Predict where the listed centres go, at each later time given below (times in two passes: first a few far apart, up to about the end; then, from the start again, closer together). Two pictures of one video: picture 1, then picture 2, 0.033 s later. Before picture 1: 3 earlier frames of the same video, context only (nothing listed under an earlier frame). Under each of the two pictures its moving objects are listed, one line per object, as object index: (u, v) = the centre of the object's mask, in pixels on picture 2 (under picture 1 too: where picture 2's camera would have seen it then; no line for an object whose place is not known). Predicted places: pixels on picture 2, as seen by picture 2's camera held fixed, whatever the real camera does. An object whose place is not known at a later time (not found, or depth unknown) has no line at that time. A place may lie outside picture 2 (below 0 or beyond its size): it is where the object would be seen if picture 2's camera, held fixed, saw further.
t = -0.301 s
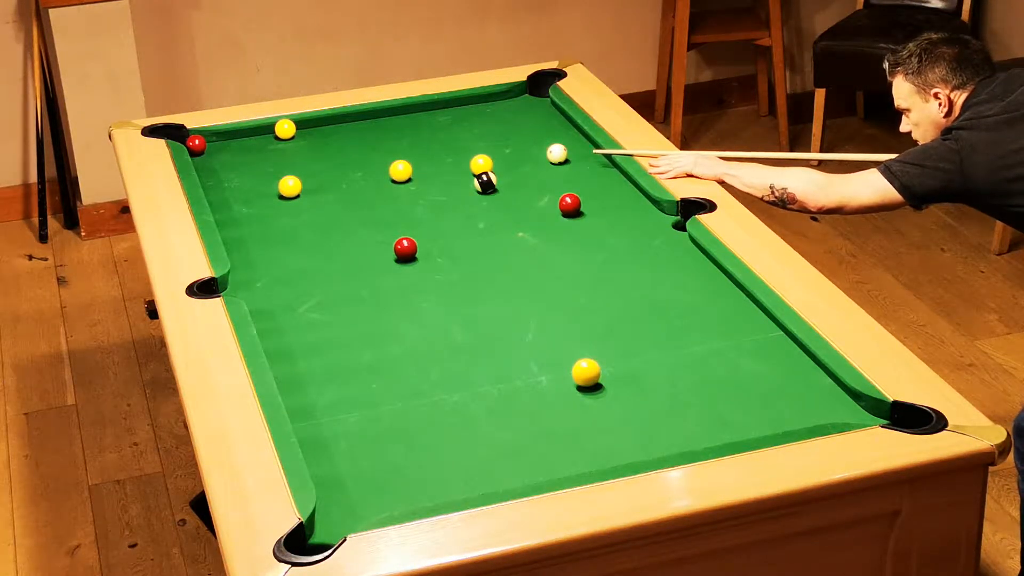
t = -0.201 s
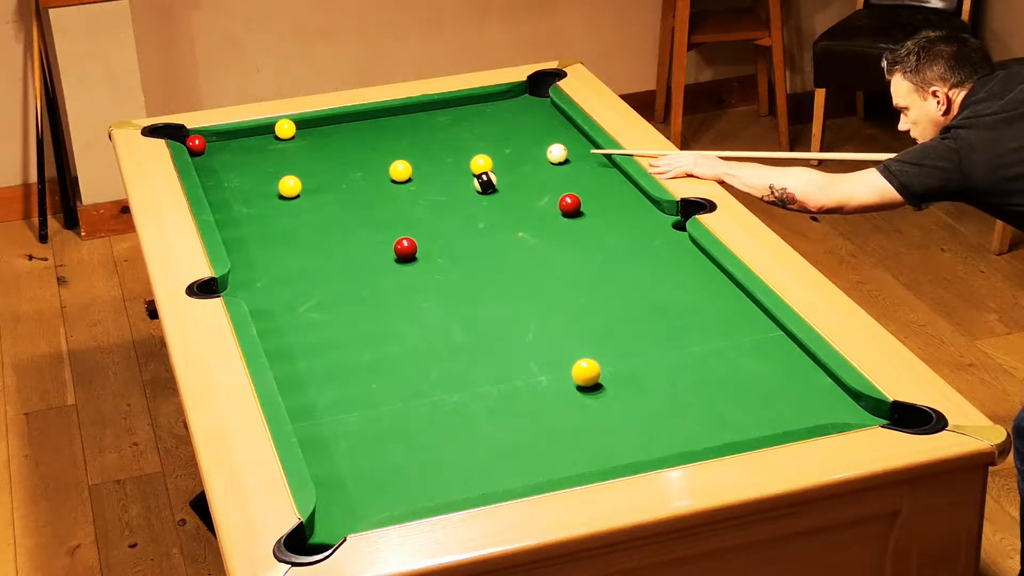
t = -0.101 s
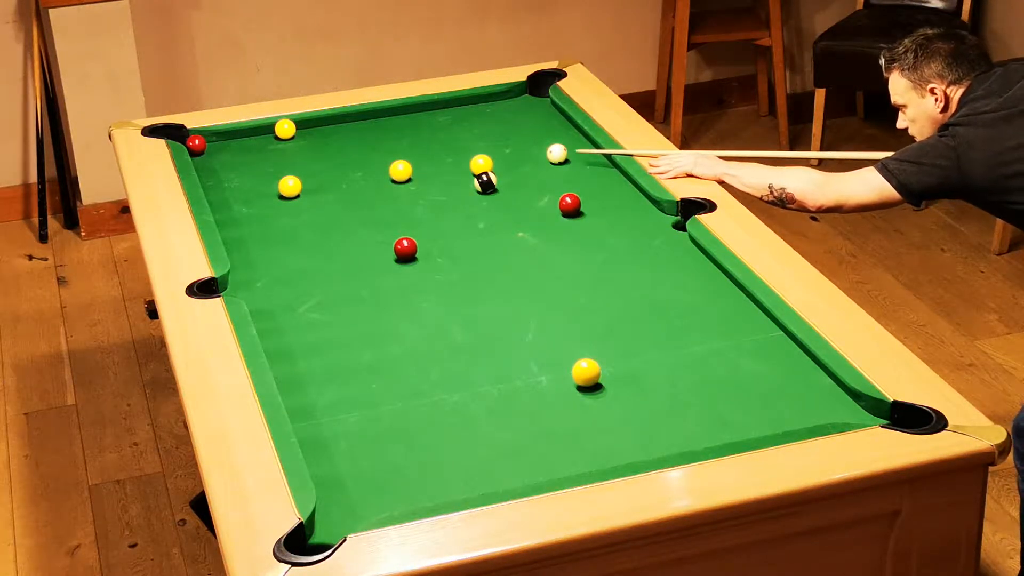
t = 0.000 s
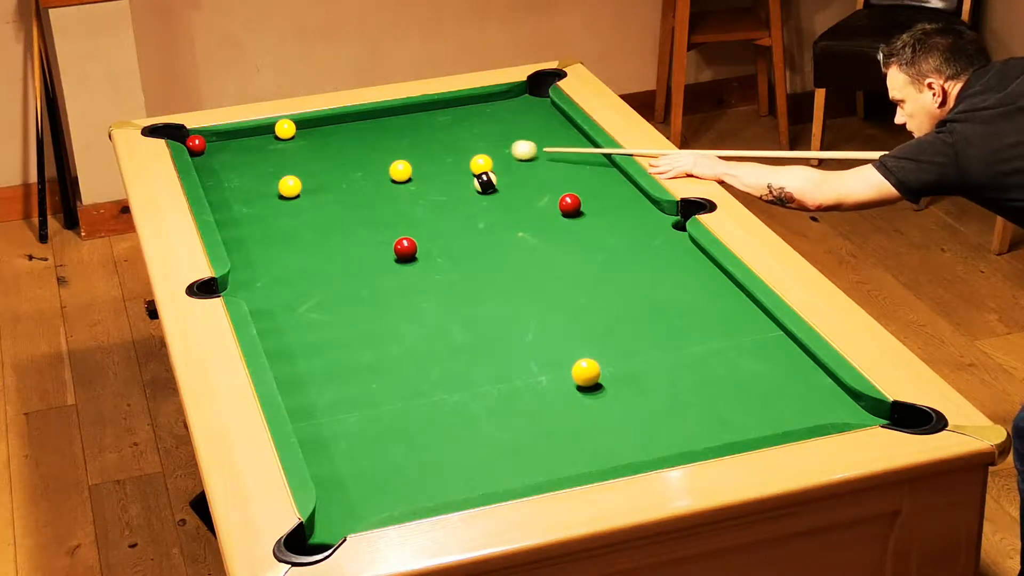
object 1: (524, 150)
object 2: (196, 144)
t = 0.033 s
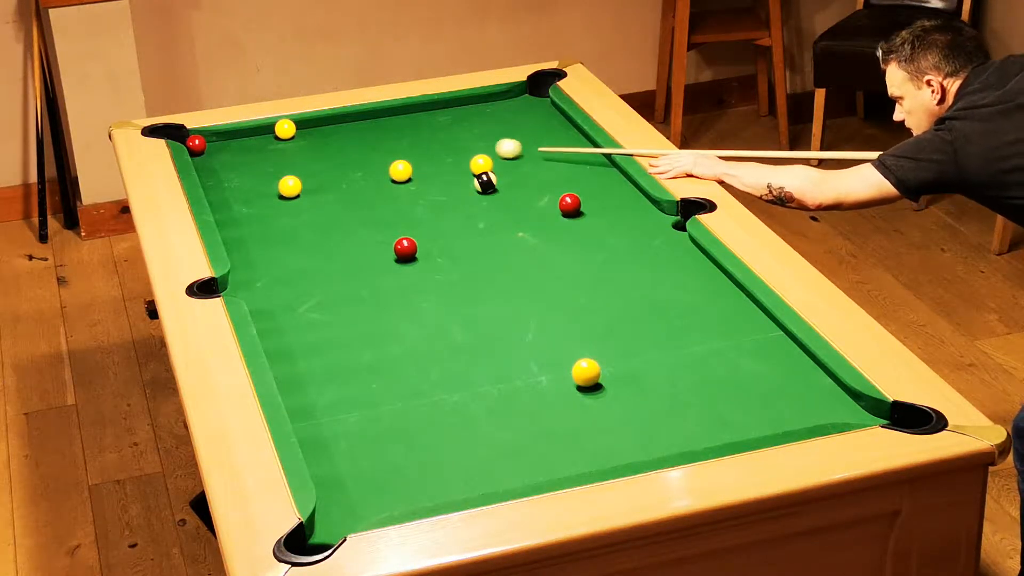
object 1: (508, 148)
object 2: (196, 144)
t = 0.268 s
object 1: (404, 138)
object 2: (196, 144)
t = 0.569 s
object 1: (305, 124)
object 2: (196, 144)
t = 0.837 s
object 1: (308, 136)
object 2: (194, 144)
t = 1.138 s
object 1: (310, 148)
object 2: (198, 147)
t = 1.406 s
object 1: (312, 158)
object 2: (201, 149)
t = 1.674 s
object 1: (315, 168)
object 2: (203, 151)
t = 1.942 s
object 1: (317, 177)
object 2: (203, 152)
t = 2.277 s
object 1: (319, 187)
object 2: (203, 153)
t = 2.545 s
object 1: (320, 194)
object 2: (203, 153)
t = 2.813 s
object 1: (322, 201)
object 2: (203, 153)
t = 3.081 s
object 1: (323, 206)
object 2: (203, 153)
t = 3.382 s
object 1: (324, 212)
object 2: (203, 153)
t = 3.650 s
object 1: (325, 216)
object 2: (203, 153)
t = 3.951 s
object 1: (326, 219)
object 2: (203, 153)
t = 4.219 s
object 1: (326, 221)
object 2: (203, 153)
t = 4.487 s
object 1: (326, 221)
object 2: (203, 153)
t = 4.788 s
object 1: (326, 222)
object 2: (203, 153)
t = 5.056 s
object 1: (327, 221)
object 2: (203, 153)
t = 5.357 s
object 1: (326, 221)
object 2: (203, 153)
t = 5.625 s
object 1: (326, 221)
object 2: (203, 153)
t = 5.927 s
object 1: (326, 221)
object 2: (203, 153)
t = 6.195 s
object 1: (326, 221)
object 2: (203, 153)
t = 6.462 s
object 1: (327, 221)
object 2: (203, 153)
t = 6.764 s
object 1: (327, 221)
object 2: (203, 153)
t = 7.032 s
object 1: (326, 221)
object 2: (203, 153)
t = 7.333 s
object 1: (326, 221)
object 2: (203, 153)
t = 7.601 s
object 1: (326, 221)
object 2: (203, 153)
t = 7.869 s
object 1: (326, 221)
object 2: (203, 152)
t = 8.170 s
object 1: (326, 221)
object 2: (203, 153)
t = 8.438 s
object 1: (326, 221)
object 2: (203, 153)
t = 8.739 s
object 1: (326, 221)
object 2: (203, 153)
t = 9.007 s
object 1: (327, 221)
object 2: (203, 153)
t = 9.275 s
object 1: (326, 221)
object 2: (203, 153)
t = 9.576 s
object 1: (326, 221)
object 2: (203, 153)
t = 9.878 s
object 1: (326, 221)
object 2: (203, 153)
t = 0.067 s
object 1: (493, 146)
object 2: (196, 144)
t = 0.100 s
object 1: (478, 145)
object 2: (196, 144)
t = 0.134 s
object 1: (463, 144)
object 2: (196, 144)
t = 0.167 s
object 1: (448, 142)
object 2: (196, 144)
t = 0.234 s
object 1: (418, 139)
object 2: (196, 144)
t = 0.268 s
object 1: (404, 138)
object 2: (196, 144)
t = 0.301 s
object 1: (390, 136)
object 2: (196, 144)
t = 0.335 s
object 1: (376, 135)
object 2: (196, 144)
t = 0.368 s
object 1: (362, 133)
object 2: (196, 144)
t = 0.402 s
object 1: (347, 132)
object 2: (196, 144)
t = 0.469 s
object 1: (320, 129)
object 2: (196, 144)
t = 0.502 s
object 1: (307, 128)
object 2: (196, 144)
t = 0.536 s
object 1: (305, 126)
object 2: (196, 144)
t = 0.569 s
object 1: (305, 124)
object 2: (196, 144)
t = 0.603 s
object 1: (306, 126)
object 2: (196, 144)
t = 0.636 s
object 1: (307, 128)
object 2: (196, 144)
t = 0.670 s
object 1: (307, 129)
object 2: (196, 144)
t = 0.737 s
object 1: (307, 132)
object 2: (196, 144)
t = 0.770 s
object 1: (308, 133)
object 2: (196, 144)
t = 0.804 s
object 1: (308, 135)
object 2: (195, 143)
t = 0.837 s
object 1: (308, 136)
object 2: (194, 144)
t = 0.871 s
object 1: (308, 137)
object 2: (194, 145)
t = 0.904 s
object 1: (309, 139)
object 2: (195, 145)
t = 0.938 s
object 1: (309, 140)
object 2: (195, 144)
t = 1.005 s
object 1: (309, 143)
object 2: (196, 144)
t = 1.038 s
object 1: (309, 144)
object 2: (197, 145)
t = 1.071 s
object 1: (310, 145)
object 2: (198, 146)
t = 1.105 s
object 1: (310, 147)
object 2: (198, 146)
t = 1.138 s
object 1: (310, 148)
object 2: (198, 147)
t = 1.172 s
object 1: (310, 149)
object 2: (199, 146)
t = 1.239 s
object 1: (311, 152)
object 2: (200, 147)
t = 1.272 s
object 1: (311, 153)
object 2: (200, 147)
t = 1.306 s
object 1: (311, 155)
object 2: (200, 147)
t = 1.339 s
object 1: (312, 156)
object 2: (200, 147)
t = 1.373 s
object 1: (312, 157)
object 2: (201, 148)
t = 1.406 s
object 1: (312, 158)
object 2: (201, 149)
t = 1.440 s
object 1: (313, 159)
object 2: (201, 149)
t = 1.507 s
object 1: (313, 162)
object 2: (202, 150)
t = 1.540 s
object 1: (313, 163)
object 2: (202, 150)
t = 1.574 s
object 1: (314, 164)
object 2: (203, 150)
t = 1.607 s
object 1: (314, 165)
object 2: (203, 151)
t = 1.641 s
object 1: (314, 167)
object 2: (203, 151)
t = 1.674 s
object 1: (315, 168)
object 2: (203, 151)
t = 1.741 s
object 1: (315, 170)
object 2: (204, 151)
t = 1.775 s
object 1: (315, 171)
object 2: (204, 152)
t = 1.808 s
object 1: (316, 173)
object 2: (204, 152)
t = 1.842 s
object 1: (316, 173)
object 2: (204, 152)
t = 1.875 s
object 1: (316, 175)
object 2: (203, 152)
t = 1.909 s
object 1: (316, 176)
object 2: (203, 152)
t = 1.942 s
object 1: (317, 177)
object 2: (203, 152)
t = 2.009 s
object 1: (317, 179)
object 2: (203, 152)
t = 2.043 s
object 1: (318, 180)
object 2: (203, 153)
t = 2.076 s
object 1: (318, 181)
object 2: (203, 153)
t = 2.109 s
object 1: (318, 182)
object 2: (203, 153)
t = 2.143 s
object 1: (318, 183)
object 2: (203, 153)
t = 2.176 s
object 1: (318, 184)
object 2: (203, 153)
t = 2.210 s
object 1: (319, 185)
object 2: (203, 153)
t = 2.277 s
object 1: (319, 187)
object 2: (203, 153)
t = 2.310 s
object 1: (319, 188)
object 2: (203, 153)
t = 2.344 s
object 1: (319, 189)
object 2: (203, 153)
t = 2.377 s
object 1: (319, 190)
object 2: (203, 153)
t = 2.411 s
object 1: (319, 191)
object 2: (203, 153)
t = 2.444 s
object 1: (320, 192)
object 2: (203, 153)
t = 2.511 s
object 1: (320, 194)
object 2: (203, 153)
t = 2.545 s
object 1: (320, 194)
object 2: (203, 153)
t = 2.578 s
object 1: (320, 195)
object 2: (203, 153)
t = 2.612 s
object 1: (320, 196)
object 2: (203, 153)
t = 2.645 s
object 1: (321, 197)
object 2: (203, 153)
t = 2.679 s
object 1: (321, 198)
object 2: (203, 153)
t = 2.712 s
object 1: (321, 199)
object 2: (203, 153)
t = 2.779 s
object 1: (322, 200)
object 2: (203, 153)
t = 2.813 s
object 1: (322, 201)
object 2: (203, 153)
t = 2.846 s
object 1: (322, 201)
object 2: (203, 153)
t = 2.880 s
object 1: (322, 202)
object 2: (203, 153)
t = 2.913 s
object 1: (323, 203)
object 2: (203, 153)
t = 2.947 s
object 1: (323, 204)
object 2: (203, 153)
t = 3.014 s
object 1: (323, 205)
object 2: (203, 153)
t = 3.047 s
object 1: (323, 206)
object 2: (203, 153)
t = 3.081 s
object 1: (323, 206)
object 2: (203, 153)
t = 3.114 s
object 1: (324, 207)
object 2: (203, 153)
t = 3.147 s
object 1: (324, 208)
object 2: (203, 153)
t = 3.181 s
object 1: (324, 208)
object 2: (203, 153)
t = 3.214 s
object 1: (324, 209)
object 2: (203, 153)
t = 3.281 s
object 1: (324, 210)
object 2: (203, 153)
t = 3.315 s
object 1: (324, 211)
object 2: (203, 153)
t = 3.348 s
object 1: (324, 211)
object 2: (203, 153)
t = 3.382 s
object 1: (324, 212)
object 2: (203, 153)
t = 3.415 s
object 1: (324, 213)
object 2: (203, 153)
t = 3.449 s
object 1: (324, 213)
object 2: (203, 153)
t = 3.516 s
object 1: (325, 214)
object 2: (203, 153)
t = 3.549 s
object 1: (325, 214)
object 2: (203, 153)
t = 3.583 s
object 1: (325, 215)
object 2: (203, 153)
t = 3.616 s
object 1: (325, 215)
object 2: (203, 153)
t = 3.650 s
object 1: (325, 216)
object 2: (203, 153)
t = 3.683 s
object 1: (325, 216)
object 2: (203, 153)
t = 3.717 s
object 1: (325, 217)
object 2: (203, 153)
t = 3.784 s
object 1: (325, 217)
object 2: (203, 153)
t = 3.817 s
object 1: (325, 218)
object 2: (203, 153)
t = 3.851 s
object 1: (325, 218)
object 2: (203, 153)
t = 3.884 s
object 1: (325, 218)
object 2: (203, 153)
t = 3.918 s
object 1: (325, 219)
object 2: (203, 153)
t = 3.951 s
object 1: (326, 219)
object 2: (203, 153)
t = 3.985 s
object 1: (326, 219)
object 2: (203, 153)
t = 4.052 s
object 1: (326, 220)
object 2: (203, 153)
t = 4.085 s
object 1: (326, 220)
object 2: (203, 153)
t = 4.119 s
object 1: (326, 220)
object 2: (203, 153)
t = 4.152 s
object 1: (326, 220)
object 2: (203, 153)
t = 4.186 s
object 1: (326, 221)
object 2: (203, 153)
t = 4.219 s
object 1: (326, 221)
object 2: (203, 153)
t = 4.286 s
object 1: (326, 221)
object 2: (203, 153)
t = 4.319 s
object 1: (326, 221)
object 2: (203, 153)
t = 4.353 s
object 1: (326, 221)
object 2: (203, 153)
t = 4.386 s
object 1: (326, 221)
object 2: (203, 153)
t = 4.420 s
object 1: (326, 222)
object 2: (203, 153)
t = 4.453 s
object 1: (326, 222)
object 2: (203, 153)
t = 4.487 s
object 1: (326, 221)
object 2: (203, 153)
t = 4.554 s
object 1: (326, 222)
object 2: (203, 153)
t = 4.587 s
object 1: (326, 222)
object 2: (203, 153)
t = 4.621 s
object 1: (326, 222)
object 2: (203, 153)
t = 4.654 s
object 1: (326, 222)
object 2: (203, 153)
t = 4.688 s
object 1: (326, 222)
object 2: (203, 153)
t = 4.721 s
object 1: (326, 221)
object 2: (203, 153)
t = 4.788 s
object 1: (326, 222)
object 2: (203, 153)
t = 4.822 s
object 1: (326, 222)
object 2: (203, 153)
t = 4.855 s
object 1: (326, 222)
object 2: (203, 153)
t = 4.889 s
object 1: (326, 221)
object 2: (203, 153)
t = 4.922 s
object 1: (326, 221)
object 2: (203, 153)
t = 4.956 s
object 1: (327, 221)
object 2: (203, 153)
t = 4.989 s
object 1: (326, 221)
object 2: (203, 153)
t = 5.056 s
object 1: (327, 221)
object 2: (203, 153)
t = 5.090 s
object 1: (327, 221)
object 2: (203, 153)
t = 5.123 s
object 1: (327, 221)
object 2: (203, 153)
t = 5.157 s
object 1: (327, 221)
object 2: (203, 153)
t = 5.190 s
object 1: (327, 221)
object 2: (203, 153)
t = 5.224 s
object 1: (327, 221)
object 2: (203, 153)
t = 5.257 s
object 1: (327, 221)
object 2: (203, 153)
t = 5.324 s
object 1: (327, 221)
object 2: (203, 153)
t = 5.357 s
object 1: (326, 221)
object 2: (203, 153)
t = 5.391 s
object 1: (327, 221)
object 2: (203, 153)
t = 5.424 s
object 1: (326, 221)
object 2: (203, 153)
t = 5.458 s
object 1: (326, 221)
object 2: (203, 153)
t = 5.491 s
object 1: (326, 221)
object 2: (203, 153)
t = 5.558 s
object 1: (326, 221)
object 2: (203, 153)
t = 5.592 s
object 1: (326, 221)
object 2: (203, 153)
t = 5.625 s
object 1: (326, 221)
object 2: (203, 153)
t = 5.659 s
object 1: (326, 221)
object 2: (203, 153)
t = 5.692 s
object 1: (326, 221)
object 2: (203, 153)
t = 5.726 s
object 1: (326, 221)
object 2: (203, 153)
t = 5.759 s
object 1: (326, 221)
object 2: (203, 153)
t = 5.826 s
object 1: (326, 221)
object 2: (203, 153)
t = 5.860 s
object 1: (326, 221)
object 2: (203, 153)
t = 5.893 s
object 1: (326, 221)
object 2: (203, 153)
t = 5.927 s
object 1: (326, 221)
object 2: (203, 153)
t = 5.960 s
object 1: (327, 221)
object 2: (203, 153)
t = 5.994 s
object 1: (326, 221)
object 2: (203, 153)
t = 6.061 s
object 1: (327, 221)
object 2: (203, 153)
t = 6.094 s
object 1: (327, 221)
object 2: (203, 153)
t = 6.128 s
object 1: (327, 221)
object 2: (203, 153)
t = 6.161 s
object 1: (327, 221)
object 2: (203, 153)
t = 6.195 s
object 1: (326, 221)
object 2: (203, 153)
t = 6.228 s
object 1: (326, 221)
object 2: (203, 153)
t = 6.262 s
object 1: (327, 221)
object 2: (203, 153)
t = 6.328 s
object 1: (326, 221)
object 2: (203, 153)
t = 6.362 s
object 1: (327, 221)
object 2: (203, 153)
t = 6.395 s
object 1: (326, 221)
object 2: (203, 153)
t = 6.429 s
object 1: (327, 221)
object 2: (203, 153)
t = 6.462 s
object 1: (327, 221)
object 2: (203, 153)
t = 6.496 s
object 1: (327, 221)
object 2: (203, 153)
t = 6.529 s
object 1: (327, 221)
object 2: (203, 153)
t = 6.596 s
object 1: (327, 221)
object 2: (203, 153)
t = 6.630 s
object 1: (327, 221)
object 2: (203, 153)
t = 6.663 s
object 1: (327, 221)
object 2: (203, 153)
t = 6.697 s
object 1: (327, 221)
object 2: (203, 153)
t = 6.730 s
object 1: (327, 221)
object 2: (203, 153)
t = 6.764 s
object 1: (327, 221)
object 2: (203, 153)
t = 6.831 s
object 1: (327, 221)
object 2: (203, 153)
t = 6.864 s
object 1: (327, 221)
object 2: (203, 153)
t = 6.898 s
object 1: (327, 221)
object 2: (203, 153)
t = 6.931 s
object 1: (327, 221)
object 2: (203, 153)
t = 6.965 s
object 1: (327, 221)
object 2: (203, 153)
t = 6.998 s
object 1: (326, 221)
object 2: (203, 153)
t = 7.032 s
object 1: (326, 221)
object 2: (203, 153)
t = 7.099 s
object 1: (326, 221)
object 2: (203, 153)
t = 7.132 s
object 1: (326, 221)
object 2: (203, 153)
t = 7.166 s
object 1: (326, 221)
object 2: (203, 153)
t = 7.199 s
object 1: (326, 221)
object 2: (203, 153)
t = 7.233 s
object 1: (326, 221)
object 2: (203, 153)
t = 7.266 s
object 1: (326, 221)
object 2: (203, 153)
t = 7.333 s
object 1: (326, 221)
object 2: (203, 153)
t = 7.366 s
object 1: (326, 221)
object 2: (203, 153)
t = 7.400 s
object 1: (326, 221)
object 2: (203, 152)
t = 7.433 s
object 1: (326, 221)
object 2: (203, 152)
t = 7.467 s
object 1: (326, 221)
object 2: (203, 153)
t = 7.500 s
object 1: (326, 221)
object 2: (203, 153)
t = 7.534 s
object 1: (326, 221)
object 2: (203, 153)
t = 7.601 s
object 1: (326, 221)
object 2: (203, 153)
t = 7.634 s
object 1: (326, 221)
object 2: (203, 152)
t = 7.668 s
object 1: (326, 221)
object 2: (203, 152)
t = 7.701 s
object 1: (326, 221)
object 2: (203, 152)
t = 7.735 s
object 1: (326, 221)
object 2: (203, 153)
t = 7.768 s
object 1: (326, 221)
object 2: (203, 152)
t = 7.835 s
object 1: (326, 221)
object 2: (203, 152)
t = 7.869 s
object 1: (326, 221)
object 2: (203, 152)
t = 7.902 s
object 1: (326, 221)
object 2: (203, 153)
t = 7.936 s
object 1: (326, 221)
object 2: (203, 153)
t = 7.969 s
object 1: (326, 221)
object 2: (203, 153)
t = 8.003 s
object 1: (326, 221)
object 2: (203, 153)
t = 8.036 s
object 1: (326, 221)
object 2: (203, 153)
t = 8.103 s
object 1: (326, 221)
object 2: (203, 153)
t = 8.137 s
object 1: (326, 221)
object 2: (203, 153)
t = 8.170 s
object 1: (326, 221)
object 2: (203, 153)
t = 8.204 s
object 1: (326, 221)
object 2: (203, 153)
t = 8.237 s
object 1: (326, 221)
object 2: (203, 153)
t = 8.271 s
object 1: (326, 221)
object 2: (203, 153)
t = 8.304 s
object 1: (326, 221)
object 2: (203, 153)
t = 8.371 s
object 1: (326, 221)
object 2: (203, 153)
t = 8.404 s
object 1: (326, 221)
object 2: (203, 153)
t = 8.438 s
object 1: (326, 221)
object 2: (203, 153)
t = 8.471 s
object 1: (326, 221)
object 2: (203, 153)
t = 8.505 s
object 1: (326, 221)
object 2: (203, 153)
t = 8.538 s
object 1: (326, 221)
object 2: (203, 153)
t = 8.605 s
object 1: (326, 221)
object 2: (203, 153)
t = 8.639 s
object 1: (326, 221)
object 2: (203, 153)
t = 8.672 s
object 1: (326, 221)
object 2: (203, 153)
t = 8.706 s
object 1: (326, 221)
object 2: (203, 153)
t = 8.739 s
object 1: (326, 221)
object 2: (203, 153)
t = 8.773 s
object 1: (326, 221)
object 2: (203, 153)
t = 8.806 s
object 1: (326, 221)
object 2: (203, 153)
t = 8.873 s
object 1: (326, 221)
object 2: (203, 153)
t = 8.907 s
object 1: (326, 221)
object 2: (203, 153)
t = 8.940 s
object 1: (326, 221)
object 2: (203, 153)
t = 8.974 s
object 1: (326, 221)
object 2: (203, 153)
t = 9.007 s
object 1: (327, 221)
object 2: (203, 153)
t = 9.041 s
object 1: (327, 221)
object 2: (203, 153)
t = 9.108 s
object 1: (326, 221)
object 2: (203, 153)
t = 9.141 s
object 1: (326, 221)
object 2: (203, 153)
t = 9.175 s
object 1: (326, 221)
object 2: (203, 153)
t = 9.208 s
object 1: (326, 221)
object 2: (203, 153)
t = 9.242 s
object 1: (326, 221)
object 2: (203, 153)
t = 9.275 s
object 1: (326, 221)
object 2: (203, 153)
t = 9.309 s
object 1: (326, 221)
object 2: (203, 153)
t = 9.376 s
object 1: (326, 221)
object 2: (203, 153)
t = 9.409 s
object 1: (326, 221)
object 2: (203, 153)
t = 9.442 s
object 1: (326, 221)
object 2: (203, 153)
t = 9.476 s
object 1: (326, 221)
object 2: (203, 153)
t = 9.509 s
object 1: (326, 221)
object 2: (203, 153)
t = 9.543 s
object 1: (326, 221)
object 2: (203, 153)
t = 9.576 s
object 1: (326, 221)
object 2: (203, 153)
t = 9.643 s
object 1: (326, 221)
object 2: (203, 153)
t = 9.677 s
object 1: (326, 221)
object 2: (203, 153)
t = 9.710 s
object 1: (326, 221)
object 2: (203, 153)
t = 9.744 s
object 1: (326, 221)
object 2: (203, 153)
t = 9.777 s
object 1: (326, 221)
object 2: (203, 153)
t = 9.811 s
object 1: (326, 221)
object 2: (203, 153)
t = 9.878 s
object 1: (326, 221)
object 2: (203, 153)
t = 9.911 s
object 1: (326, 221)
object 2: (203, 153)
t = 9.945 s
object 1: (326, 221)
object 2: (203, 153)
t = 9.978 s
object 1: (326, 221)
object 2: (203, 153)
